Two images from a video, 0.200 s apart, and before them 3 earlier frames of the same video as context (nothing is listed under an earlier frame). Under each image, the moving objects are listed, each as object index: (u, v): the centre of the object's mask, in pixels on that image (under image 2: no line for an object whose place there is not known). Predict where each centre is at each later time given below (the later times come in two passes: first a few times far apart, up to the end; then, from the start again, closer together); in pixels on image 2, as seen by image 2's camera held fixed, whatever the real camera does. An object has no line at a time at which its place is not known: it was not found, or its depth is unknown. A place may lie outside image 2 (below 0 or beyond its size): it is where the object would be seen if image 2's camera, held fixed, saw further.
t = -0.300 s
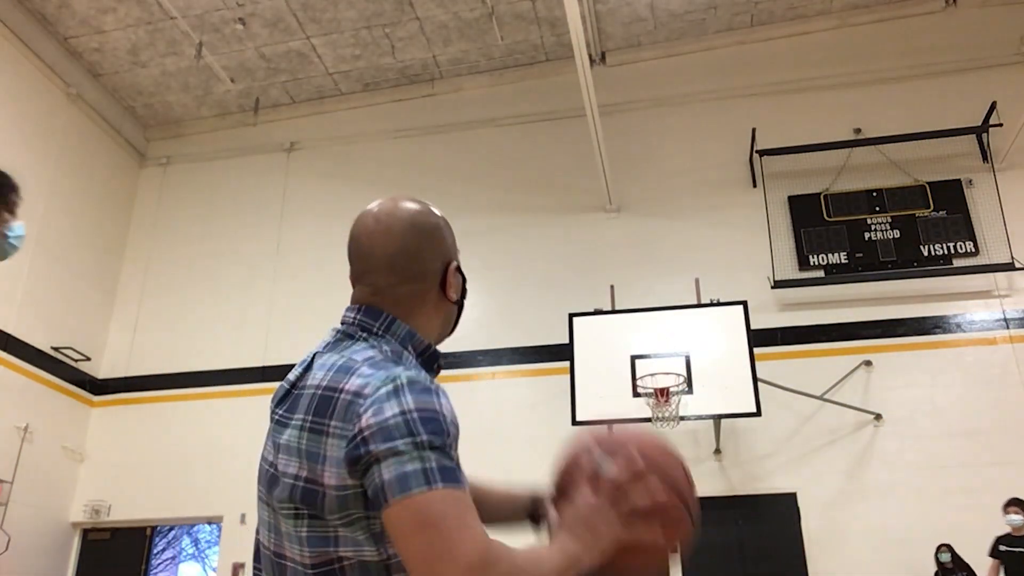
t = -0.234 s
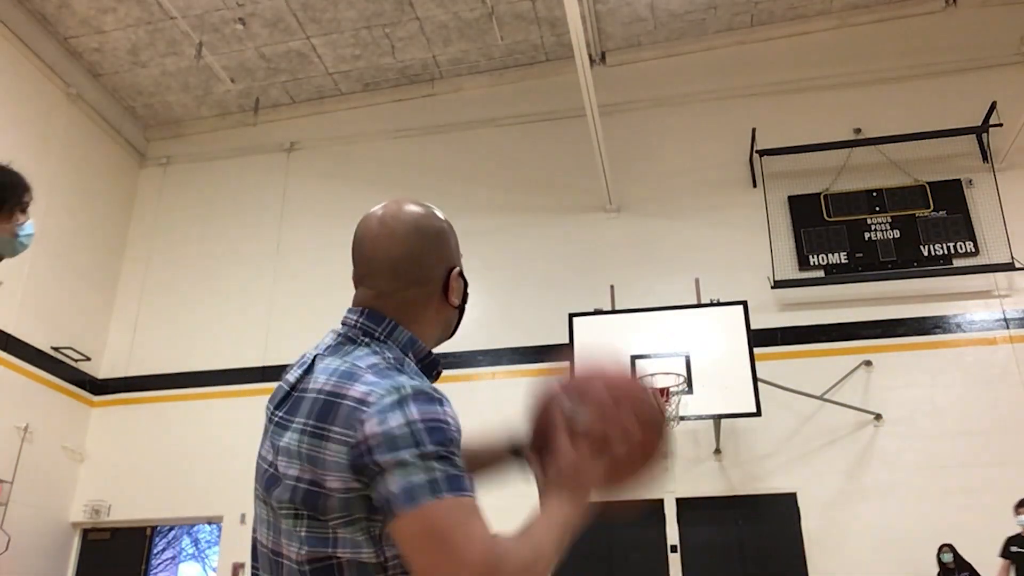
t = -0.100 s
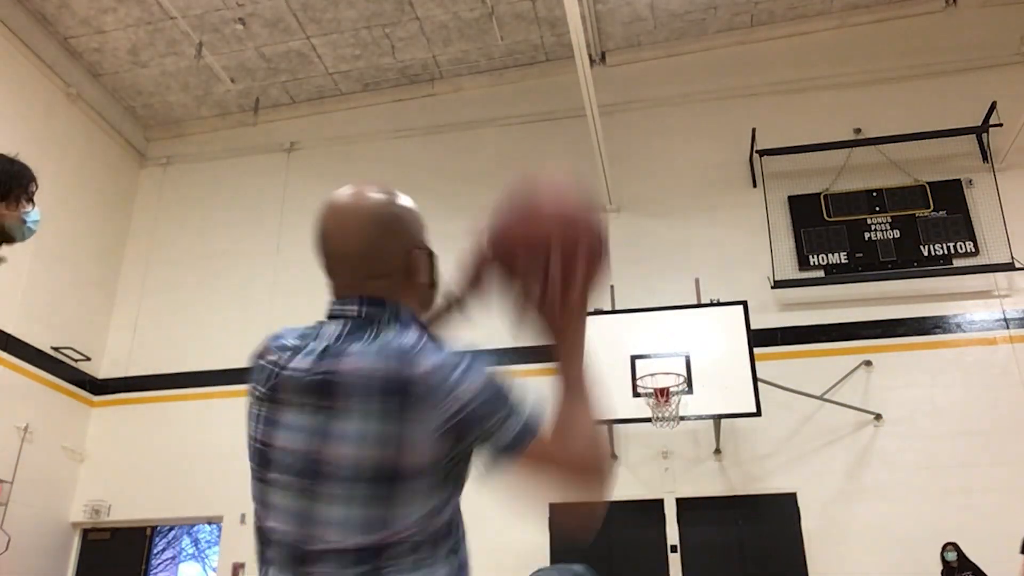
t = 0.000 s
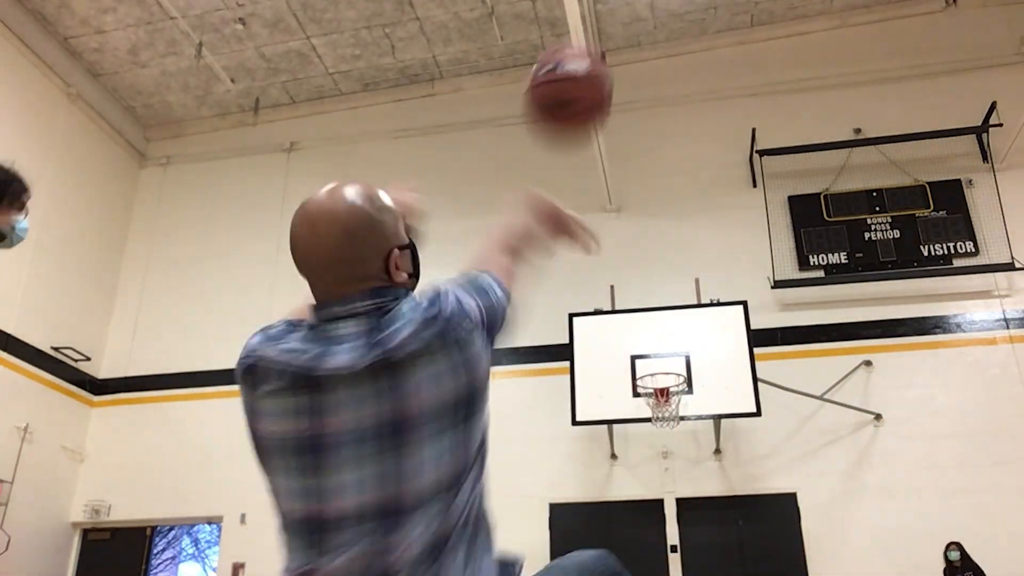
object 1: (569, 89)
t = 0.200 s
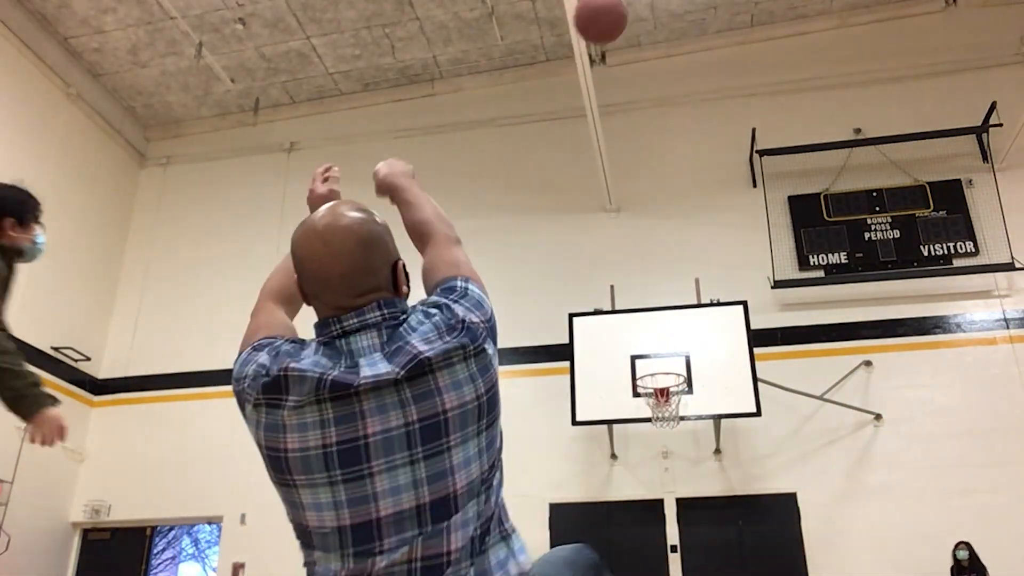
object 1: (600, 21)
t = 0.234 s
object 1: (603, 19)
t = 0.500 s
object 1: (621, 51)
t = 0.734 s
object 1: (633, 125)
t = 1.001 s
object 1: (647, 245)
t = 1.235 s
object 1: (659, 372)
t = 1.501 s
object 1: (677, 433)
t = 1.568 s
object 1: (680, 450)
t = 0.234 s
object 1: (603, 19)
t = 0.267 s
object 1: (606, 19)
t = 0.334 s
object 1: (611, 21)
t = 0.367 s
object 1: (613, 23)
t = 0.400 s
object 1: (615, 29)
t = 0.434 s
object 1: (618, 36)
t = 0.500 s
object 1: (621, 51)
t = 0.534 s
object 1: (623, 60)
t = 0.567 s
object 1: (624, 68)
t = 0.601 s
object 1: (626, 79)
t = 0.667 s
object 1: (630, 101)
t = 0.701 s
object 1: (631, 112)
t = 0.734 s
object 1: (633, 125)
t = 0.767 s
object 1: (635, 137)
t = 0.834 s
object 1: (638, 166)
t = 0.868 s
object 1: (640, 181)
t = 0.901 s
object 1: (641, 195)
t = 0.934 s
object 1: (643, 210)
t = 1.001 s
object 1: (647, 245)
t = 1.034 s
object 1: (648, 262)
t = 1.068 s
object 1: (650, 279)
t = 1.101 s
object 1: (652, 296)
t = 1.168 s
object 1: (656, 333)
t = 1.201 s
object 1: (658, 355)
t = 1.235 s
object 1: (659, 372)
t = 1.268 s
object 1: (661, 388)
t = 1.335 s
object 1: (665, 404)
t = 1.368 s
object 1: (667, 409)
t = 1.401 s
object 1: (669, 412)
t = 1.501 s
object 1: (677, 433)
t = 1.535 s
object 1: (679, 440)
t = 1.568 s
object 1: (680, 450)
